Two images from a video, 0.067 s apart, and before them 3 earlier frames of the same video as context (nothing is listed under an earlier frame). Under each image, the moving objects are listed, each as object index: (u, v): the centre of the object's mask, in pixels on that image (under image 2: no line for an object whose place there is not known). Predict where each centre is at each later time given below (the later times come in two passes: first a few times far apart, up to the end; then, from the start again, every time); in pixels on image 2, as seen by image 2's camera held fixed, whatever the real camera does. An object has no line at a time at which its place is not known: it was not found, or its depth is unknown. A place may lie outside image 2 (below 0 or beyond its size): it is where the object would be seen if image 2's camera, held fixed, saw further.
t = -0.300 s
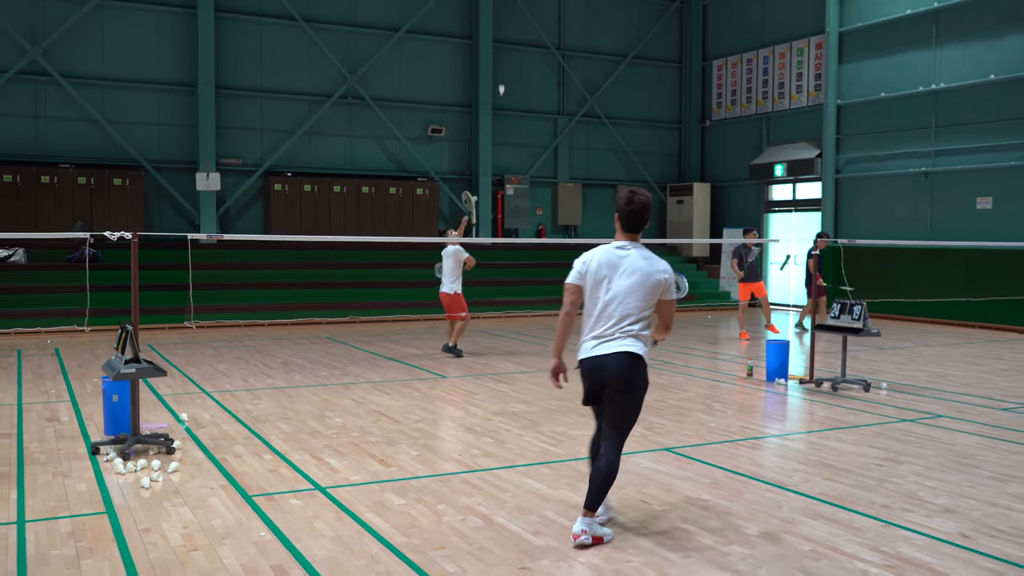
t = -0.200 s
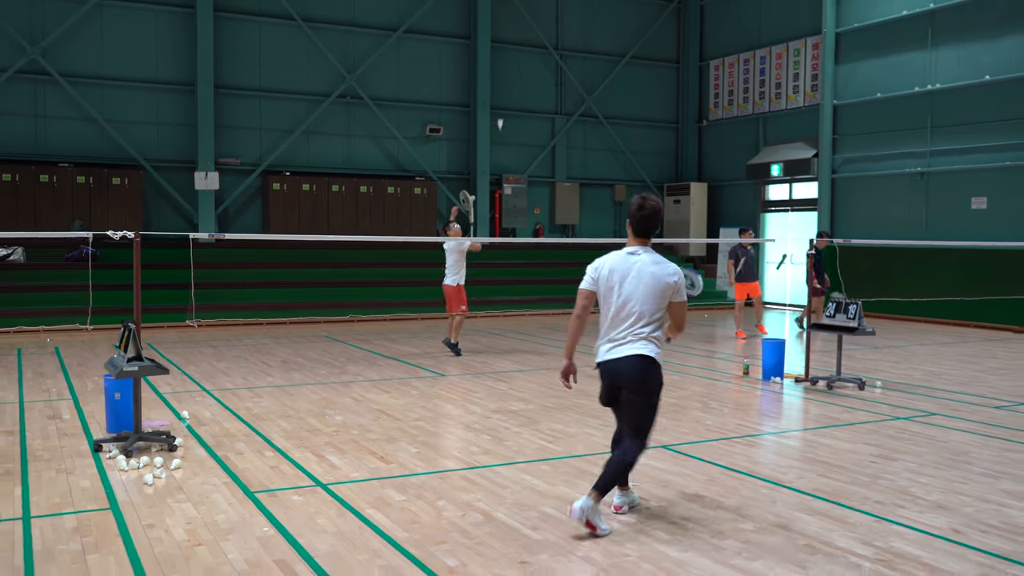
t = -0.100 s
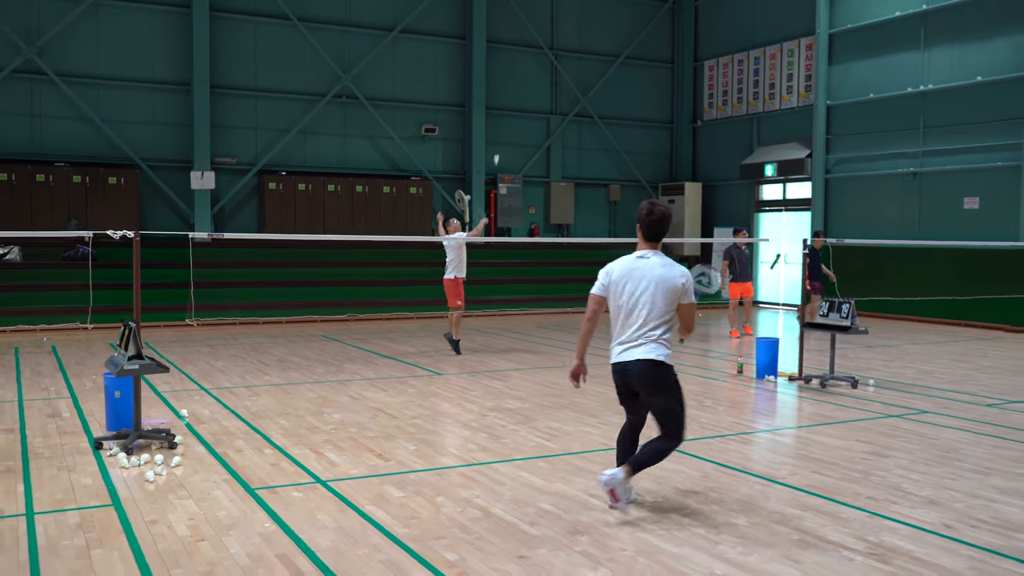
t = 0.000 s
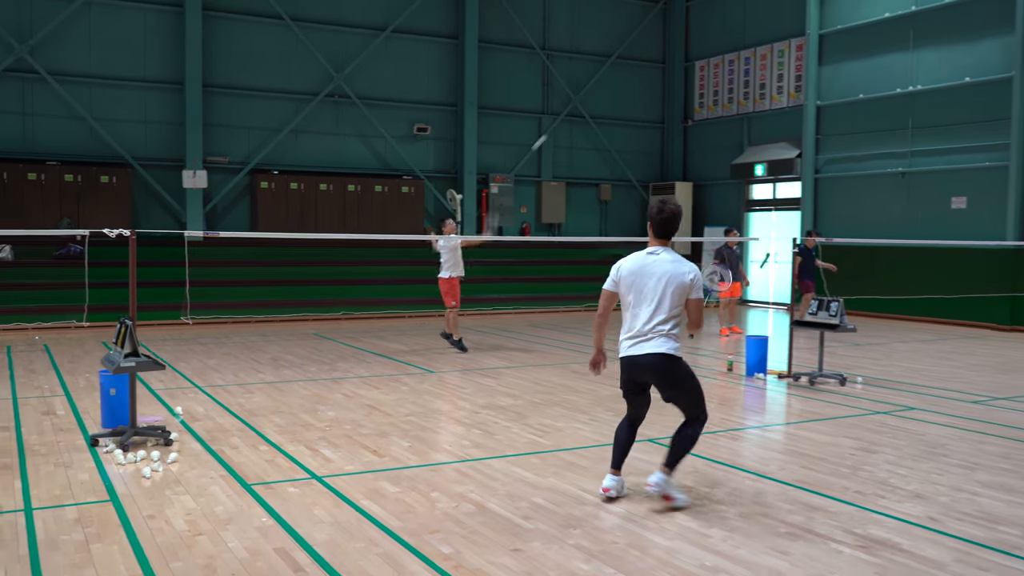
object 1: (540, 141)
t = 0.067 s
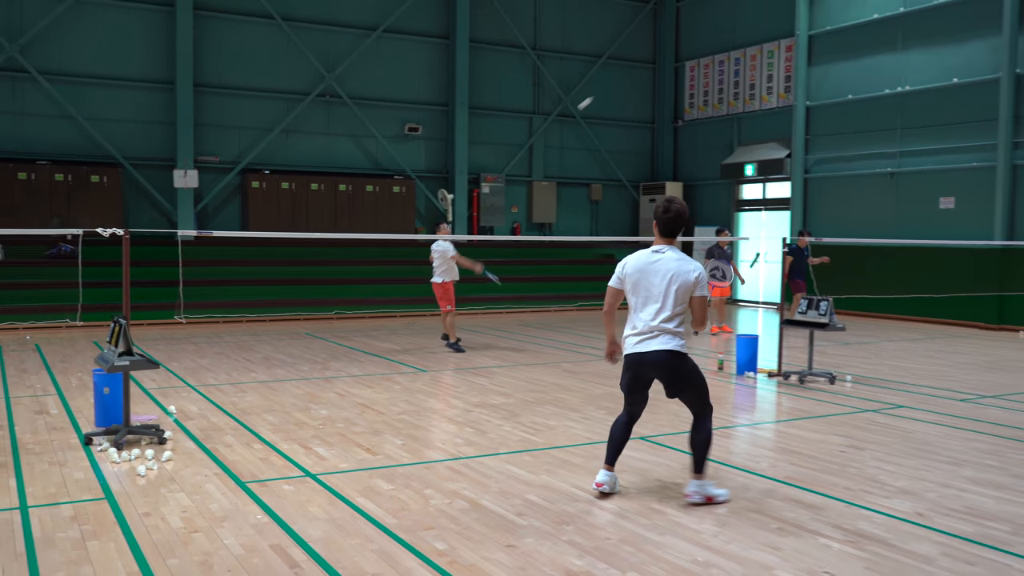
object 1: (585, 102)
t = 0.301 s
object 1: (741, 22)
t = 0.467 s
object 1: (835, 8)
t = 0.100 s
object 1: (611, 85)
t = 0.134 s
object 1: (634, 69)
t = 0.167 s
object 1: (657, 57)
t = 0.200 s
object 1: (680, 45)
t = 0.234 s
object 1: (700, 37)
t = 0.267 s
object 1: (722, 28)
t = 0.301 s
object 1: (741, 22)
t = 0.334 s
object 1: (761, 16)
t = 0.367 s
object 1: (779, 13)
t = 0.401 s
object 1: (797, 10)
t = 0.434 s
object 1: (817, 8)
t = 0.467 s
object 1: (835, 8)
